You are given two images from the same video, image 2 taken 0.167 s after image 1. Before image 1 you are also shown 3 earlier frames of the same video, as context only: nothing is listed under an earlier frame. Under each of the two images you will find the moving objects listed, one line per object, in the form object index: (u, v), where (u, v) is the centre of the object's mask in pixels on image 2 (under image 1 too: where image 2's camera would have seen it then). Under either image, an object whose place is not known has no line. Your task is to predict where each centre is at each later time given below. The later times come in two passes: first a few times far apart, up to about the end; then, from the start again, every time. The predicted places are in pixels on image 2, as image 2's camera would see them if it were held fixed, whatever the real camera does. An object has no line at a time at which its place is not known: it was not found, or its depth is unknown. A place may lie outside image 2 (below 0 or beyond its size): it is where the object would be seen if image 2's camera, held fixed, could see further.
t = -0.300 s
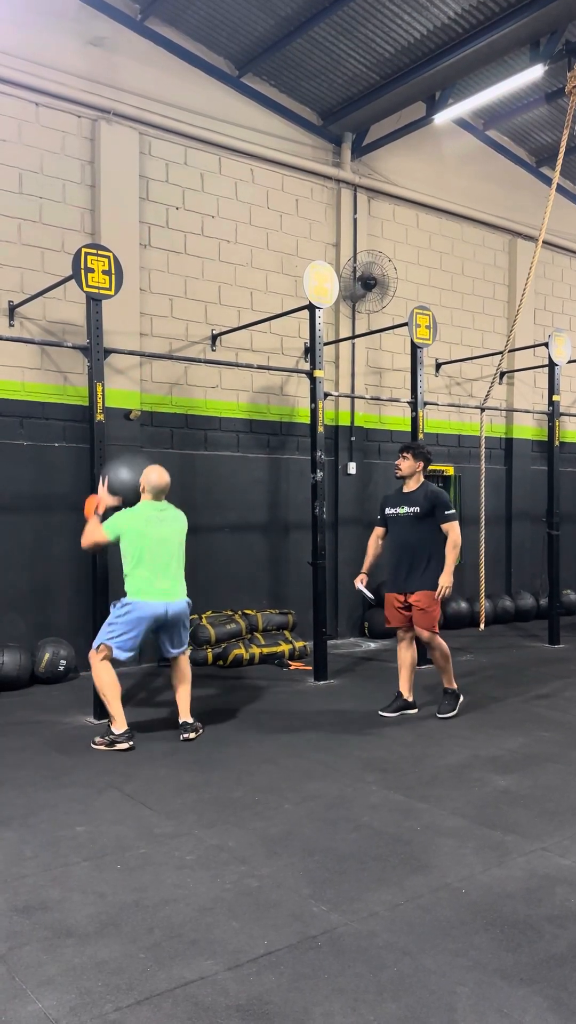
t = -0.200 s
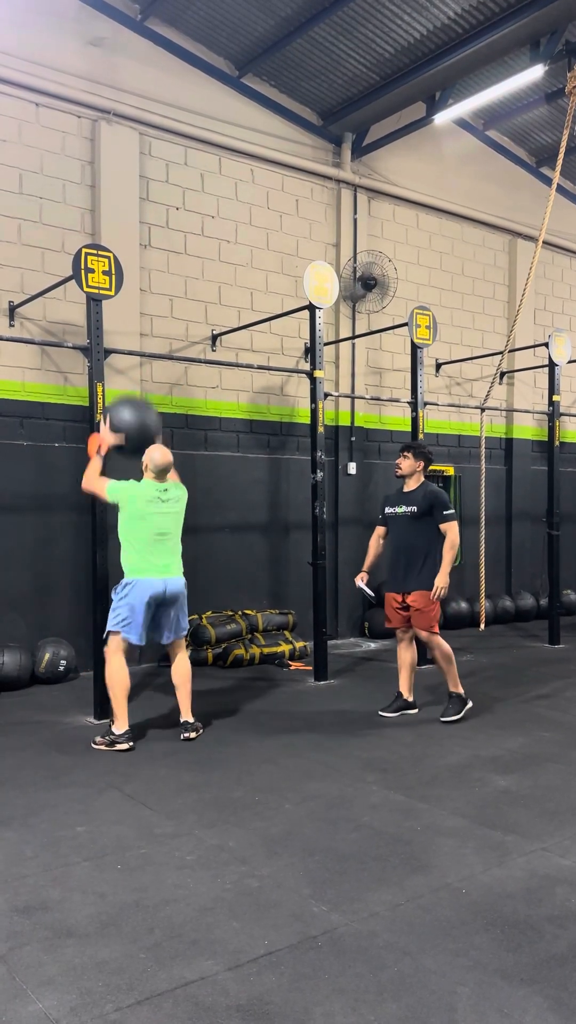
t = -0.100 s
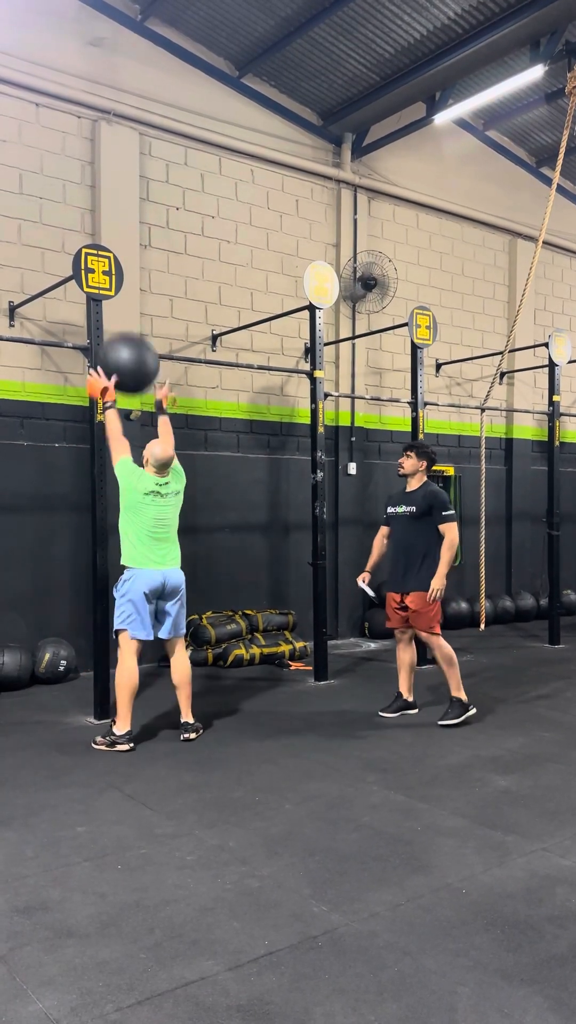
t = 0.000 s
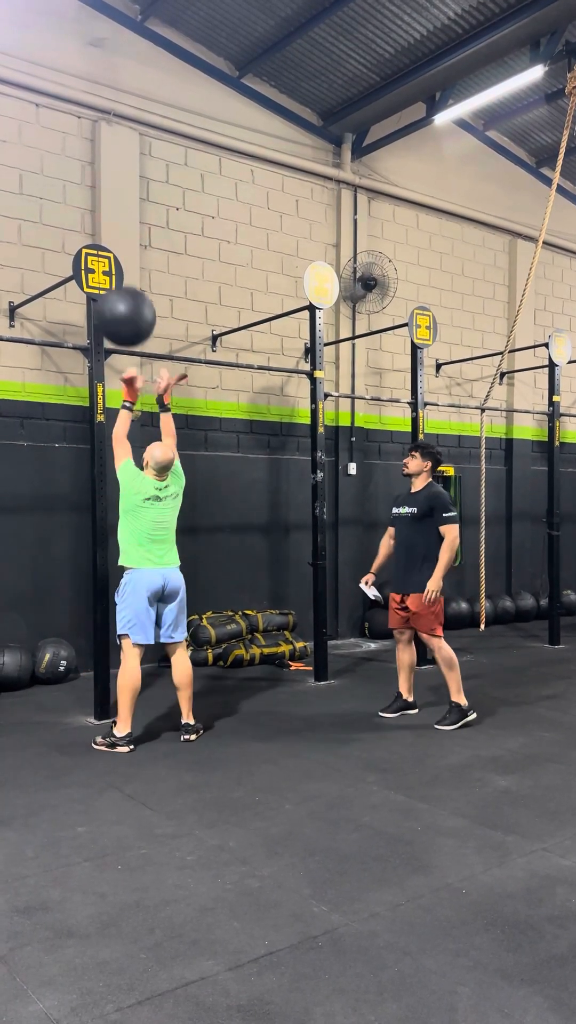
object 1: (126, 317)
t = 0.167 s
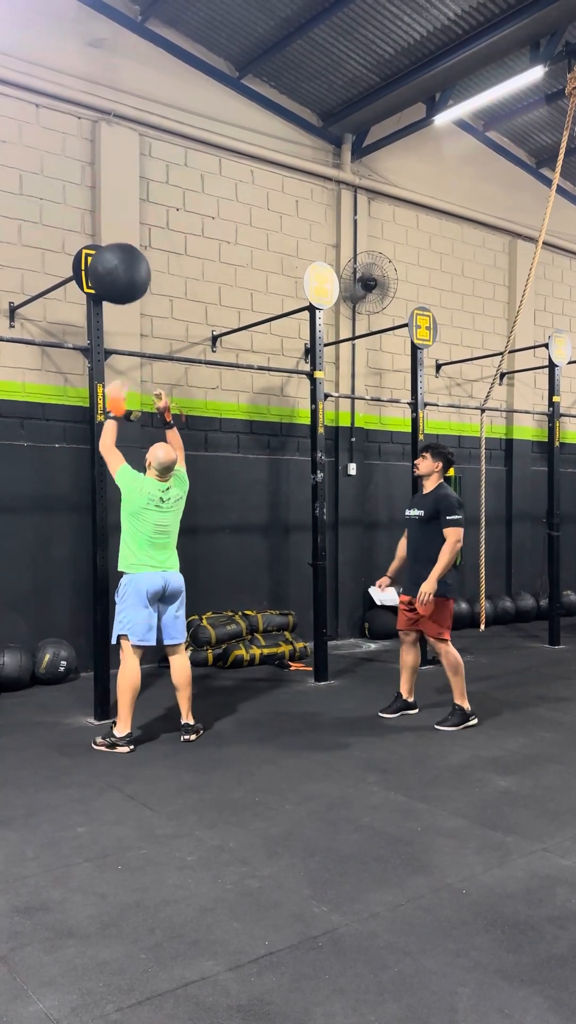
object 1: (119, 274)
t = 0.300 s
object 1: (118, 270)
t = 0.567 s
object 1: (122, 339)
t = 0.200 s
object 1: (118, 271)
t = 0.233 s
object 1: (118, 269)
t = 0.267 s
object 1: (118, 269)
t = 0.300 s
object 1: (118, 270)
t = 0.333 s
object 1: (119, 272)
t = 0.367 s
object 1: (119, 276)
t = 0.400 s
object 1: (119, 282)
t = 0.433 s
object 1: (121, 290)
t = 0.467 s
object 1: (121, 300)
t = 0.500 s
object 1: (122, 311)
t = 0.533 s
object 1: (121, 324)
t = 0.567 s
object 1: (122, 339)
